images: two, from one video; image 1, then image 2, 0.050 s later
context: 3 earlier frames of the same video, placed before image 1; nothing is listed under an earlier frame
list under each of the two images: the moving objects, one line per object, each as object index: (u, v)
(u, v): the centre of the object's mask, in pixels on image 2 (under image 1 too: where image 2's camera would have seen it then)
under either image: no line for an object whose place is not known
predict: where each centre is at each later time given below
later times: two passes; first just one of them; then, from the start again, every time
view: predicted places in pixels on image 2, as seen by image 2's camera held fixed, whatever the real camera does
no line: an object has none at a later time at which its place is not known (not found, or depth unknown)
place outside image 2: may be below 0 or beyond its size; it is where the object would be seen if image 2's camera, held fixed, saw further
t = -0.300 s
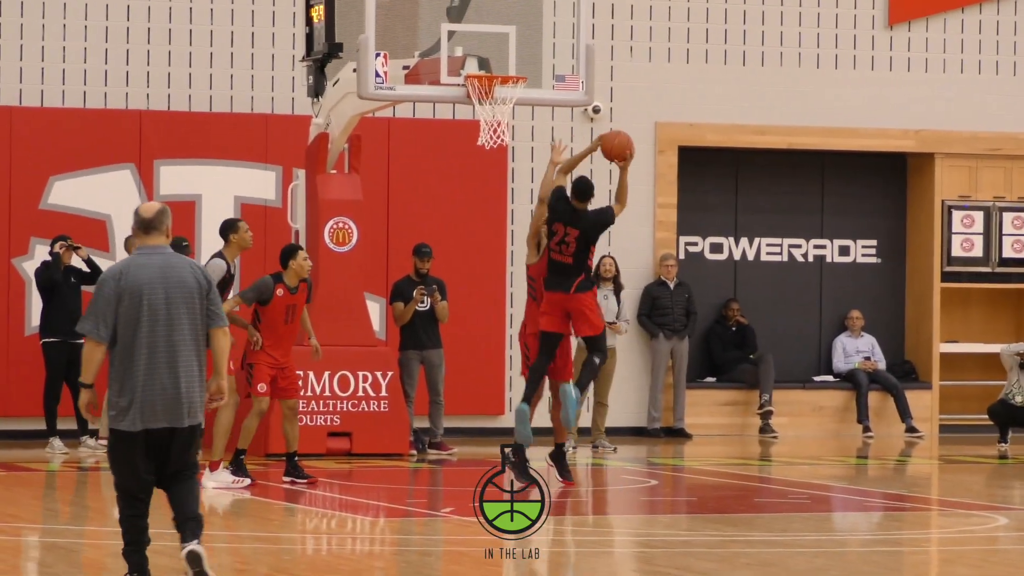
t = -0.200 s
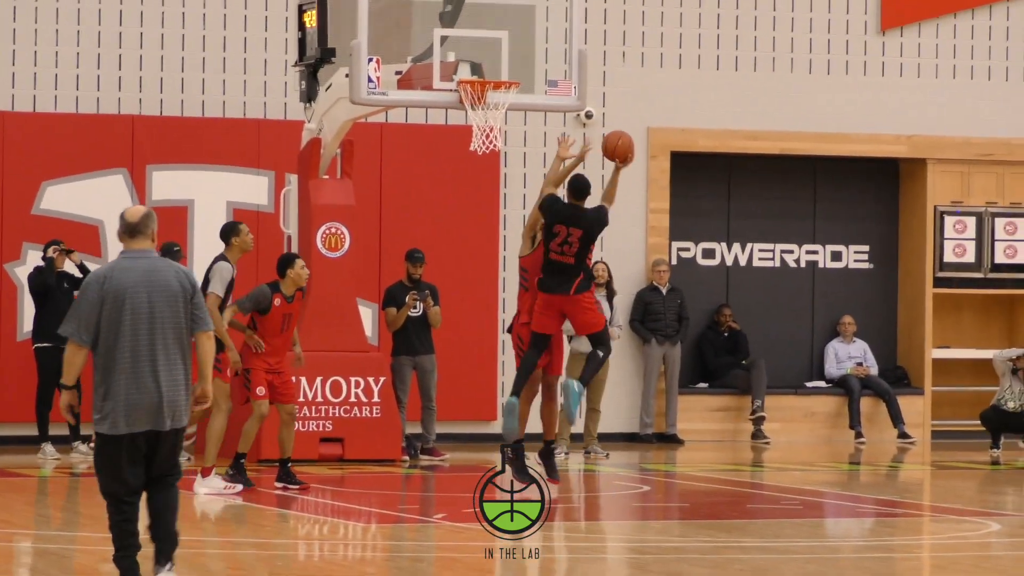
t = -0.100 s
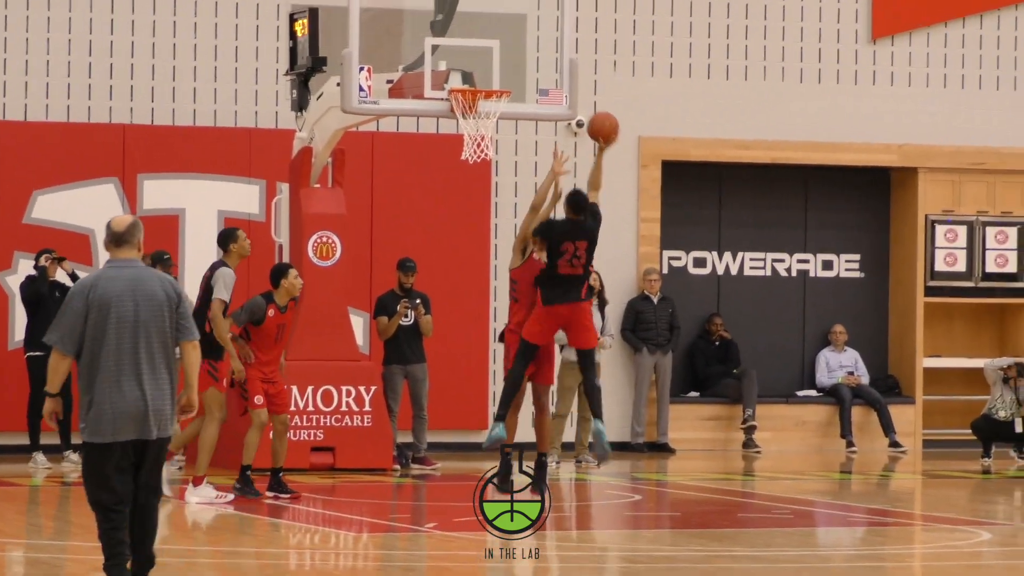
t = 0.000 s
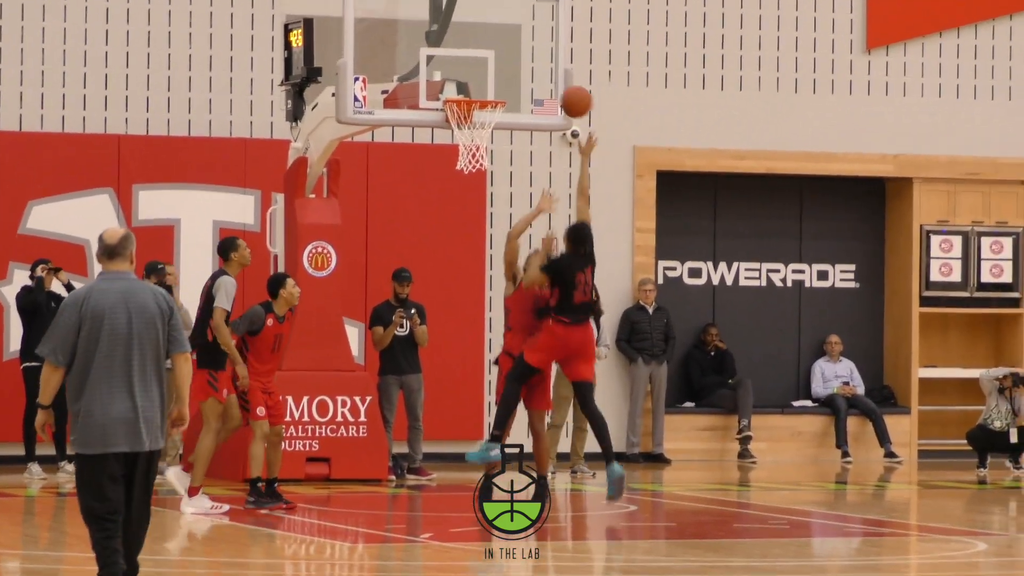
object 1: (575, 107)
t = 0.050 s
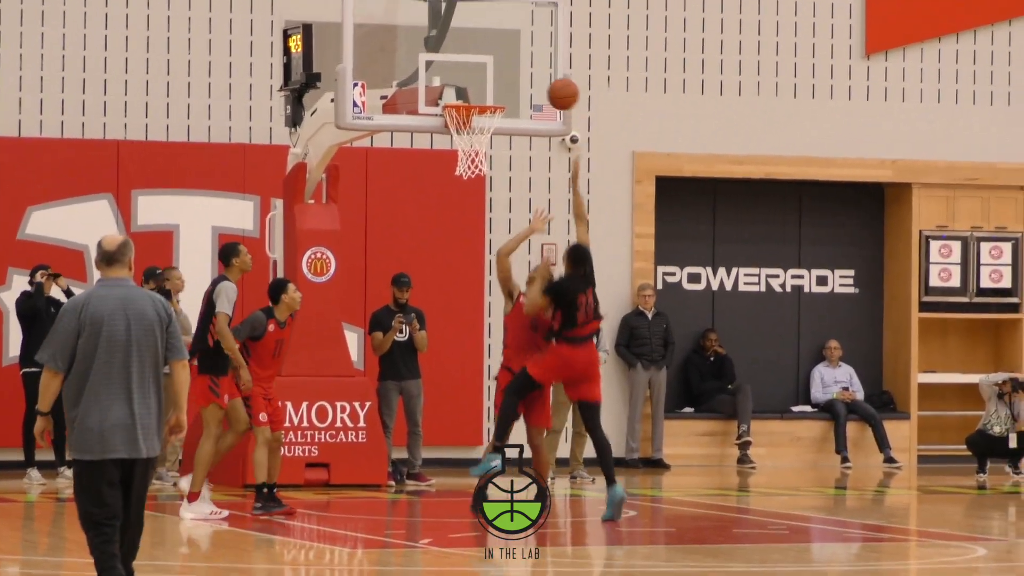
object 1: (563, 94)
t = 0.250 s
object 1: (514, 75)
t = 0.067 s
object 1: (559, 91)
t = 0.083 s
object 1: (555, 87)
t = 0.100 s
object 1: (551, 84)
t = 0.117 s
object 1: (546, 82)
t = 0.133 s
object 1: (542, 80)
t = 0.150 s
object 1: (538, 78)
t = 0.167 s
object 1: (534, 77)
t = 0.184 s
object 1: (530, 76)
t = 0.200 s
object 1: (526, 75)
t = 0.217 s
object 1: (522, 74)
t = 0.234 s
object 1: (518, 75)
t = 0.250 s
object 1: (514, 75)
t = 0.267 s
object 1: (510, 76)
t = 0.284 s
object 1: (506, 78)
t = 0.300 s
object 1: (502, 79)
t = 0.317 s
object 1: (498, 81)
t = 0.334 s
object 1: (494, 83)
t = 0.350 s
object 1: (489, 86)
